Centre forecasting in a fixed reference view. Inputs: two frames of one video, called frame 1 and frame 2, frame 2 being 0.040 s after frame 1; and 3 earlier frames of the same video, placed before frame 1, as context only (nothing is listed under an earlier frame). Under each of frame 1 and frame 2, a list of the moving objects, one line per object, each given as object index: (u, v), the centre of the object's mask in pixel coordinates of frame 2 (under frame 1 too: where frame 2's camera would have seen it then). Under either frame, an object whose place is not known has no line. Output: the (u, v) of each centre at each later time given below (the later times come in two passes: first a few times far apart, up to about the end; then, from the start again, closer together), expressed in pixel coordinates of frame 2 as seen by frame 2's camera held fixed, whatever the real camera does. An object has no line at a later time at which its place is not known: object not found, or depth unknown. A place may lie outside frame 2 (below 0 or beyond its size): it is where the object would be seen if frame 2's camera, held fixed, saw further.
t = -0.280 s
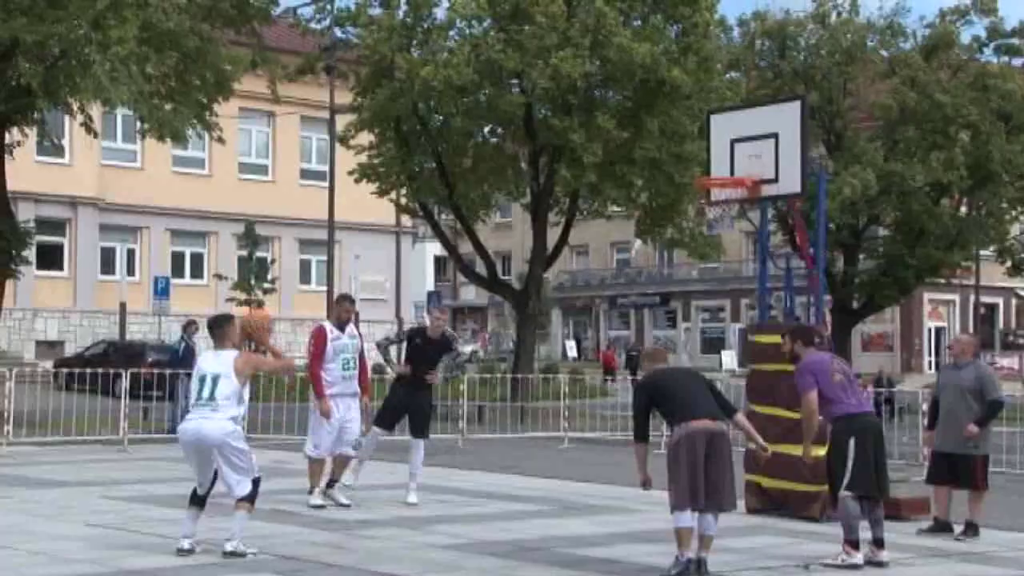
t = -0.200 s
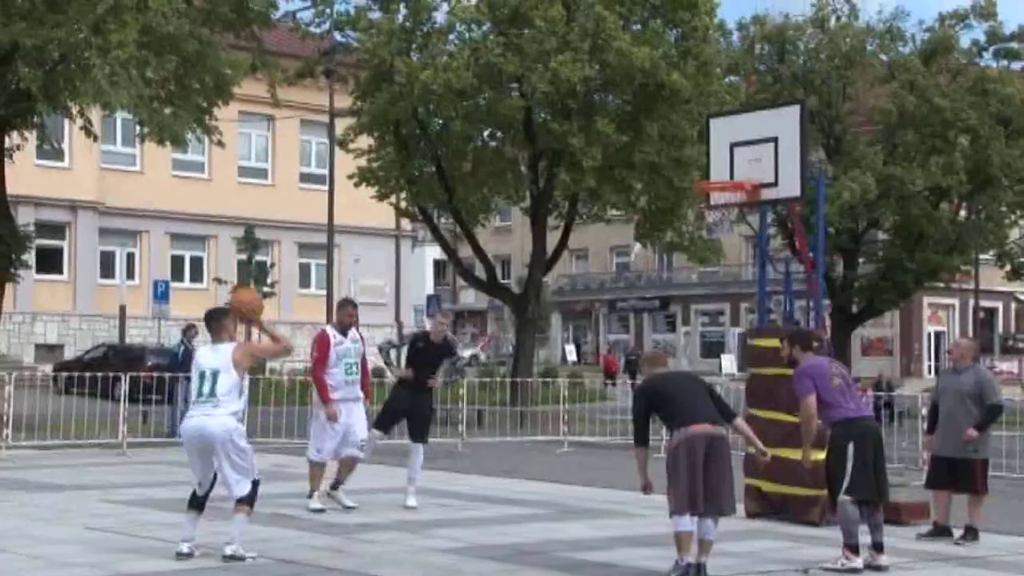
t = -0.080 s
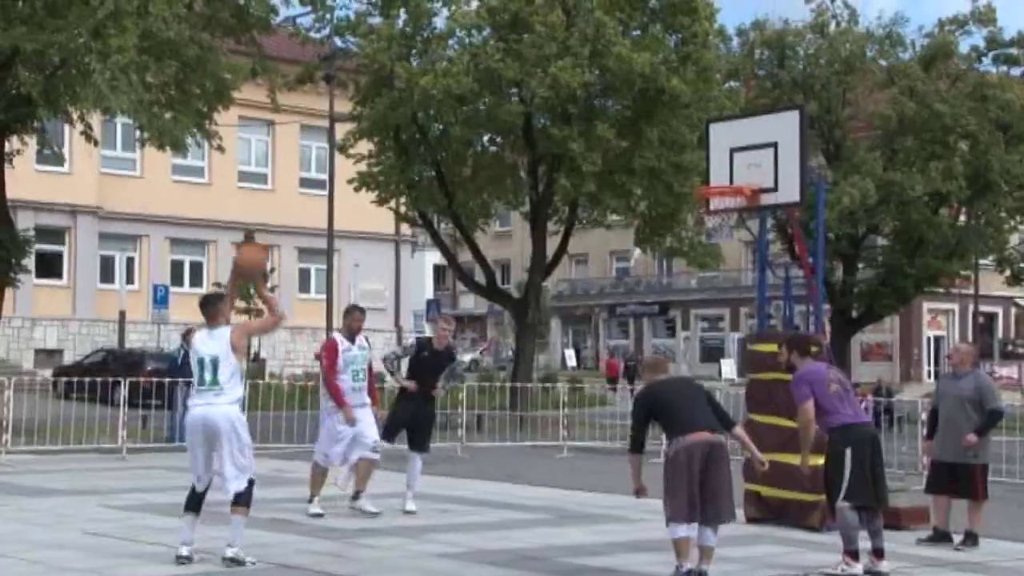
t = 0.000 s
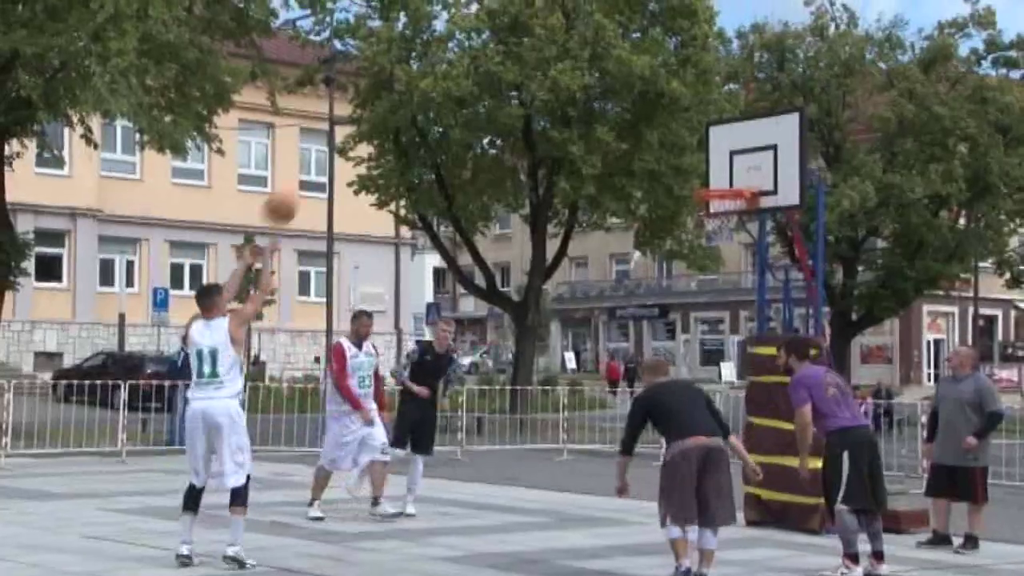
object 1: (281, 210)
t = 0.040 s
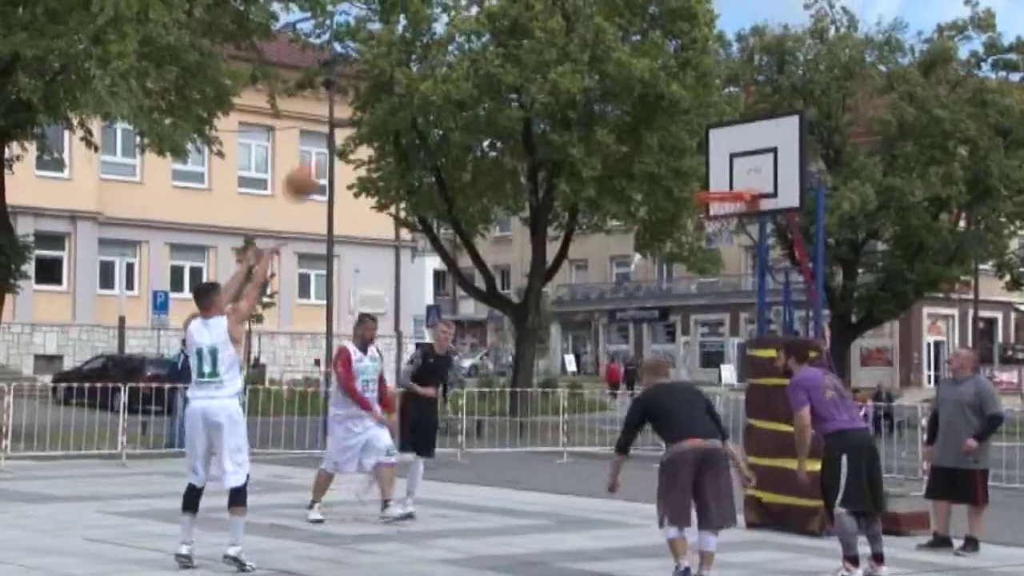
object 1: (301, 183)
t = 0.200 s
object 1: (381, 94)
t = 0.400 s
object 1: (468, 40)
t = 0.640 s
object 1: (564, 37)
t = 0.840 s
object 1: (637, 89)
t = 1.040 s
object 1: (707, 175)
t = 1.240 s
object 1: (758, 265)
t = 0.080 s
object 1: (322, 155)
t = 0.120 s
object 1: (345, 132)
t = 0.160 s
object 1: (362, 114)
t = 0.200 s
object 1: (381, 94)
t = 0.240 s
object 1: (400, 80)
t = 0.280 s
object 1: (417, 67)
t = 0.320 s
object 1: (435, 56)
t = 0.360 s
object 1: (452, 47)
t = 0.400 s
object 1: (468, 40)
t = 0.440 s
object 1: (485, 35)
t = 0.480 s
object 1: (502, 33)
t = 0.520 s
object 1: (518, 32)
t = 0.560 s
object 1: (533, 33)
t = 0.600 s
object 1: (549, 35)
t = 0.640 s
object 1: (564, 37)
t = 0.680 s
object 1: (580, 46)
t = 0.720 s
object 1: (596, 54)
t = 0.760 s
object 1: (610, 64)
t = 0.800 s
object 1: (623, 76)
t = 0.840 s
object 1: (637, 89)
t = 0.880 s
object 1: (651, 103)
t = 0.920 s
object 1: (666, 119)
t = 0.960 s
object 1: (680, 137)
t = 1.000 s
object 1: (694, 156)
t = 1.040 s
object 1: (707, 175)
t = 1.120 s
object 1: (734, 221)
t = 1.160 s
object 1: (741, 235)
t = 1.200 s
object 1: (748, 249)
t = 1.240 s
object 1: (758, 265)
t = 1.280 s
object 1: (766, 281)
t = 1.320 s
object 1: (775, 297)
